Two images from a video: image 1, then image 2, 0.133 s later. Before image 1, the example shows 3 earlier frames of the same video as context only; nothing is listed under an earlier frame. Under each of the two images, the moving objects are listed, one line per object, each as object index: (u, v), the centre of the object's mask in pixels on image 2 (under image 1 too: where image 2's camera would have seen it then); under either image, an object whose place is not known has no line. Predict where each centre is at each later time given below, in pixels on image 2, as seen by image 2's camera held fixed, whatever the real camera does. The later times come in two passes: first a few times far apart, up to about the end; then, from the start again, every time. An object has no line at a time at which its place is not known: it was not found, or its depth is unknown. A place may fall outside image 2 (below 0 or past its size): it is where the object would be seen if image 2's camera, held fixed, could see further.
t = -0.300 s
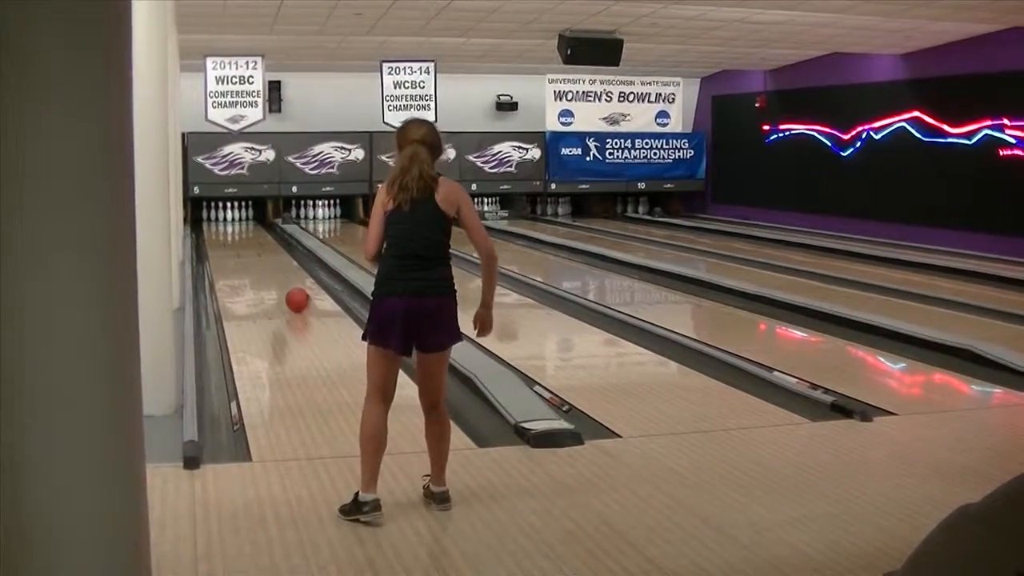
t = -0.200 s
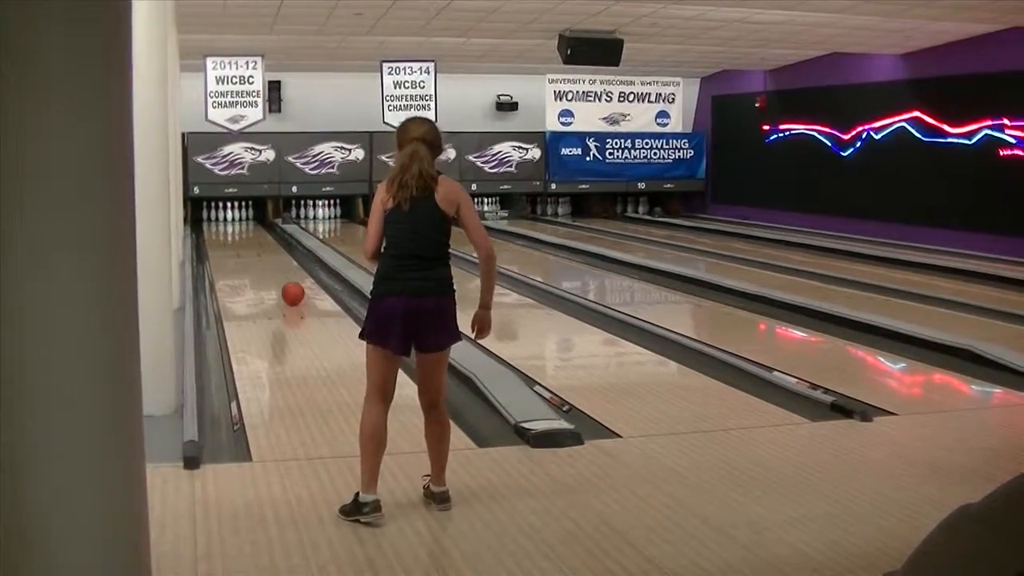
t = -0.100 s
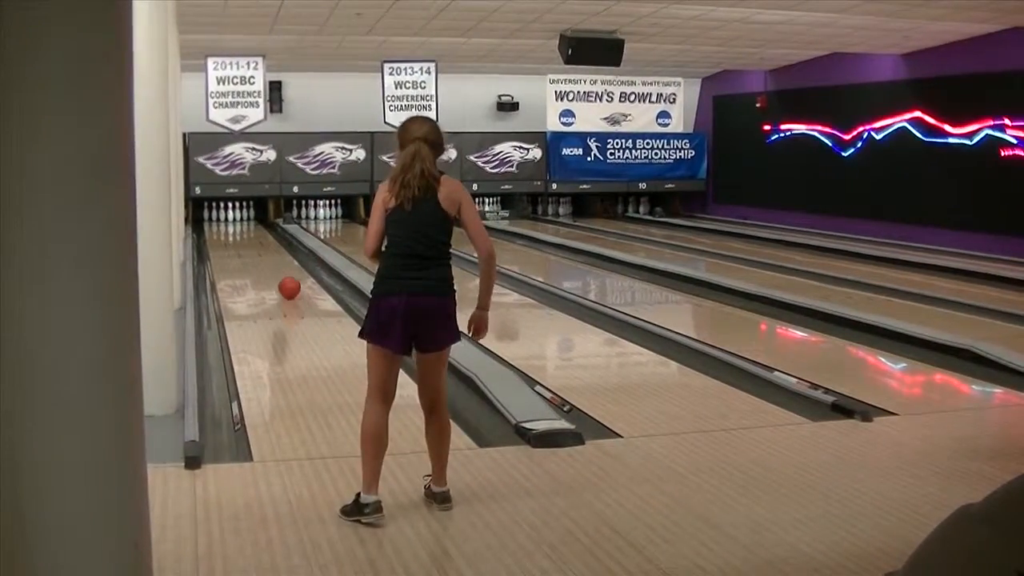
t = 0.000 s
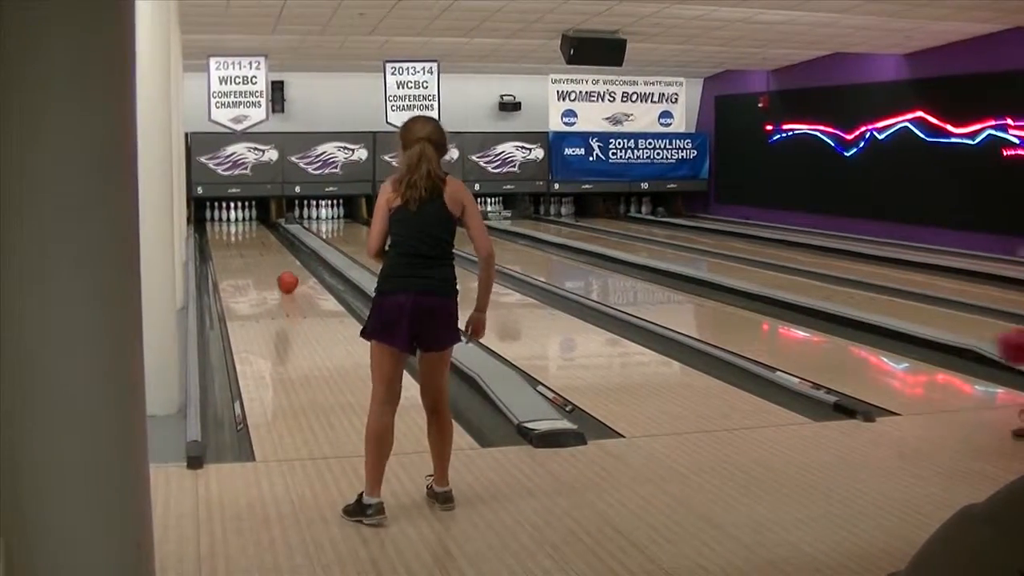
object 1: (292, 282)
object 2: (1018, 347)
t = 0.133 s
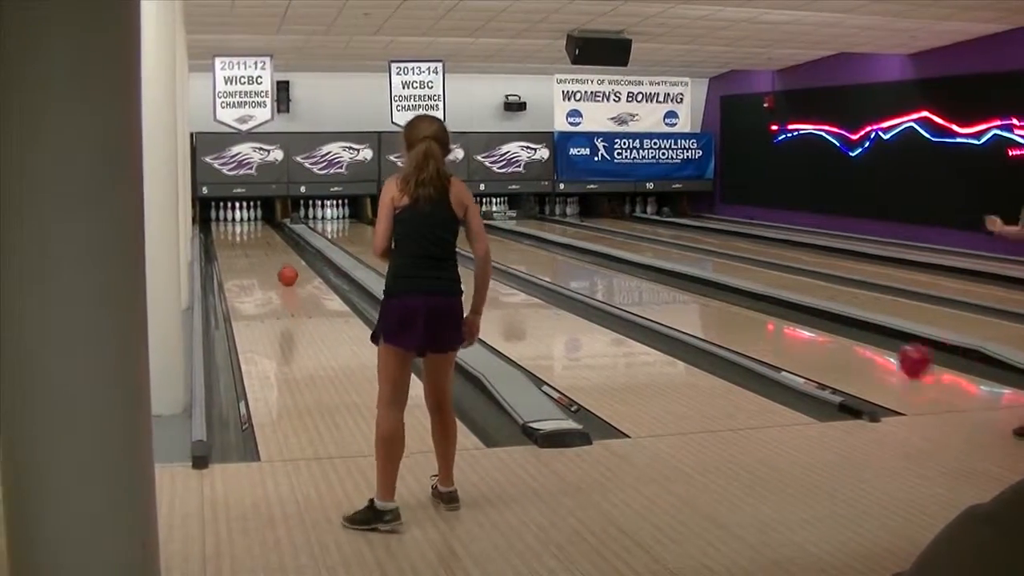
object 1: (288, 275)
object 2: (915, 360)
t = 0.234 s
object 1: (285, 271)
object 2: (852, 342)
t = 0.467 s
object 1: (279, 262)
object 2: (742, 309)
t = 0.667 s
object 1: (274, 253)
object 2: (673, 288)
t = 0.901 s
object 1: (269, 247)
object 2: (611, 269)
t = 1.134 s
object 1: (266, 243)
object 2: (564, 257)
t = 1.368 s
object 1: (261, 237)
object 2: (526, 245)
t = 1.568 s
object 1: (259, 234)
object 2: (495, 238)
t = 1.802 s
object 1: (255, 230)
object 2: (468, 232)
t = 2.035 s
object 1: (251, 226)
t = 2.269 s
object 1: (248, 223)
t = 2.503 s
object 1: (245, 220)
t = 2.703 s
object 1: (245, 219)
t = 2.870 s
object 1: (243, 217)
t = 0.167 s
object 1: (286, 274)
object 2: (893, 353)
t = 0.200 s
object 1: (285, 272)
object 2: (871, 347)
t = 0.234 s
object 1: (285, 271)
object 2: (852, 342)
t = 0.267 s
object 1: (284, 269)
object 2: (833, 337)
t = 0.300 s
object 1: (283, 268)
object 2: (816, 331)
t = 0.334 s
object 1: (282, 267)
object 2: (799, 326)
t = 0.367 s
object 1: (281, 266)
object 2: (783, 321)
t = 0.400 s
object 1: (280, 265)
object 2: (769, 318)
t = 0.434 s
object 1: (280, 263)
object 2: (755, 313)
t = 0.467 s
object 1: (279, 262)
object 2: (742, 309)
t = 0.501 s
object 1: (278, 262)
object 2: (730, 306)
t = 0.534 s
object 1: (278, 261)
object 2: (717, 302)
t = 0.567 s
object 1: (276, 260)
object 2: (705, 298)
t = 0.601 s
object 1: (274, 255)
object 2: (693, 294)
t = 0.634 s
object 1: (274, 254)
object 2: (683, 292)
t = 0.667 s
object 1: (274, 253)
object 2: (673, 288)
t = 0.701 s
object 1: (274, 253)
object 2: (663, 285)
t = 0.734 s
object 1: (273, 252)
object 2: (653, 283)
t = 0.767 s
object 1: (273, 252)
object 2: (644, 280)
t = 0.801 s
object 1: (273, 251)
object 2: (635, 278)
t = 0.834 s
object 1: (271, 250)
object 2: (627, 275)
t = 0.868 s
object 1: (270, 250)
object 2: (618, 272)
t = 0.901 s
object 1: (269, 247)
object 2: (611, 269)
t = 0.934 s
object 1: (269, 247)
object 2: (604, 267)
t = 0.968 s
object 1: (269, 246)
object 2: (596, 266)
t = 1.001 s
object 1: (268, 245)
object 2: (589, 264)
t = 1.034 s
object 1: (268, 245)
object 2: (582, 263)
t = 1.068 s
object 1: (266, 244)
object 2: (576, 261)
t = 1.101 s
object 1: (266, 243)
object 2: (570, 259)
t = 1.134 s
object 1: (266, 243)
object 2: (564, 257)
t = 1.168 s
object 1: (265, 241)
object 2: (559, 255)
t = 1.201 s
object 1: (265, 240)
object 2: (552, 253)
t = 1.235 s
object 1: (265, 240)
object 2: (547, 251)
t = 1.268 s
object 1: (265, 239)
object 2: (542, 249)
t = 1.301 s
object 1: (263, 238)
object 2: (537, 248)
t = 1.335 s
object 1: (261, 237)
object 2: (532, 247)
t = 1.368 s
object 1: (261, 237)
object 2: (526, 245)
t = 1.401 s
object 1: (261, 237)
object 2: (521, 244)
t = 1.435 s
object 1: (260, 236)
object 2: (517, 242)
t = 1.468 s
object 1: (261, 236)
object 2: (512, 241)
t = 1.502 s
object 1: (260, 235)
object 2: (509, 240)
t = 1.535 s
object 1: (259, 235)
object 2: (505, 239)
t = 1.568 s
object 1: (259, 234)
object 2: (495, 238)
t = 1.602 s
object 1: (258, 233)
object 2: (498, 236)
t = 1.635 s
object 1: (258, 233)
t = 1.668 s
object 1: (257, 233)
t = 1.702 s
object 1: (257, 232)
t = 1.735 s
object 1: (256, 231)
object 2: (474, 231)
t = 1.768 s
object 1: (256, 231)
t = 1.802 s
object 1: (255, 230)
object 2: (468, 232)
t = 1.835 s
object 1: (254, 229)
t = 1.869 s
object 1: (253, 229)
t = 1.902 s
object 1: (253, 228)
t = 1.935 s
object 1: (252, 227)
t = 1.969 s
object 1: (251, 226)
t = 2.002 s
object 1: (251, 227)
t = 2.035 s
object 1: (251, 226)
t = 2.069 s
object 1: (251, 226)
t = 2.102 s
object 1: (251, 226)
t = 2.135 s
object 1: (250, 225)
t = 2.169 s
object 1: (249, 224)
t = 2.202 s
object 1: (249, 224)
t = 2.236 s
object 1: (248, 223)
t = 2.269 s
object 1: (248, 223)
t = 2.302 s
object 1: (247, 223)
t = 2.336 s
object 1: (247, 222)
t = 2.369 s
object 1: (247, 222)
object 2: (426, 215)
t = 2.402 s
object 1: (246, 221)
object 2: (424, 216)
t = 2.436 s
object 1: (246, 221)
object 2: (422, 215)
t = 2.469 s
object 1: (246, 221)
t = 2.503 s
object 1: (245, 220)
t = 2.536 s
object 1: (245, 220)
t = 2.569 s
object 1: (245, 220)
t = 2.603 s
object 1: (245, 220)
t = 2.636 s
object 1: (245, 219)
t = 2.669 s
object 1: (245, 219)
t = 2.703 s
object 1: (245, 219)
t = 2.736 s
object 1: (245, 219)
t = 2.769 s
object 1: (244, 218)
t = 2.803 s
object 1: (244, 217)
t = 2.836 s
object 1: (244, 217)
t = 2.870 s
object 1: (243, 217)
